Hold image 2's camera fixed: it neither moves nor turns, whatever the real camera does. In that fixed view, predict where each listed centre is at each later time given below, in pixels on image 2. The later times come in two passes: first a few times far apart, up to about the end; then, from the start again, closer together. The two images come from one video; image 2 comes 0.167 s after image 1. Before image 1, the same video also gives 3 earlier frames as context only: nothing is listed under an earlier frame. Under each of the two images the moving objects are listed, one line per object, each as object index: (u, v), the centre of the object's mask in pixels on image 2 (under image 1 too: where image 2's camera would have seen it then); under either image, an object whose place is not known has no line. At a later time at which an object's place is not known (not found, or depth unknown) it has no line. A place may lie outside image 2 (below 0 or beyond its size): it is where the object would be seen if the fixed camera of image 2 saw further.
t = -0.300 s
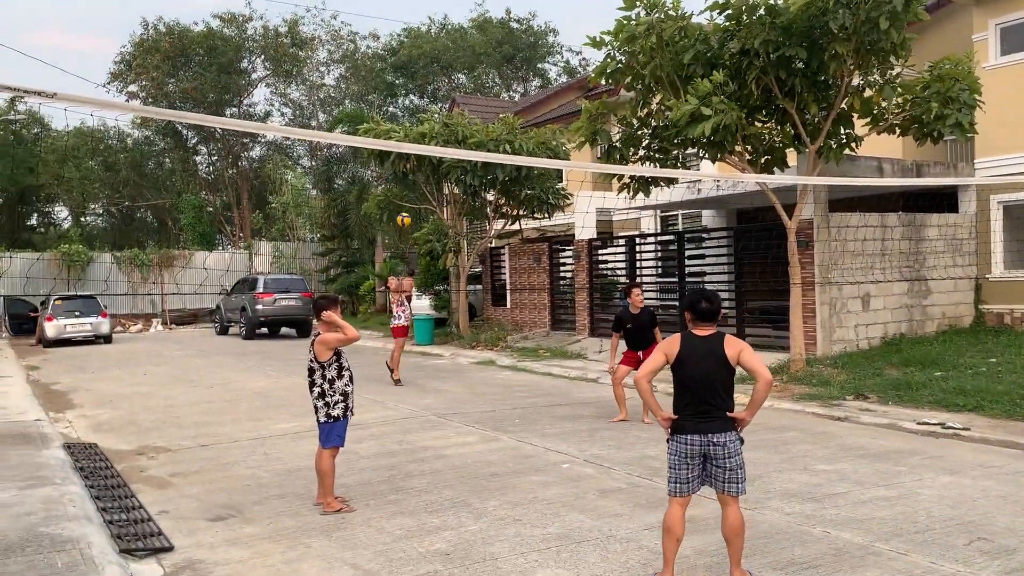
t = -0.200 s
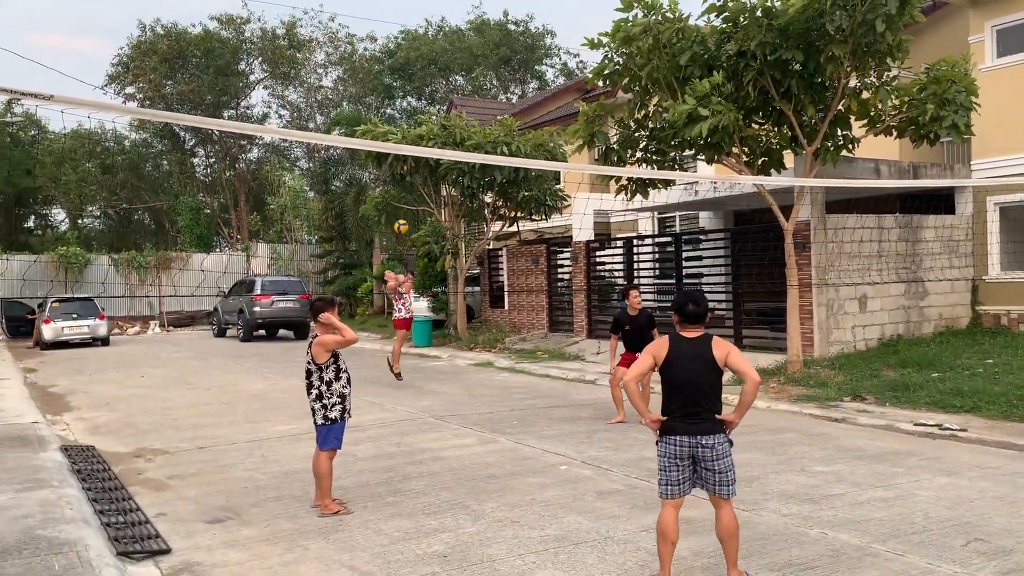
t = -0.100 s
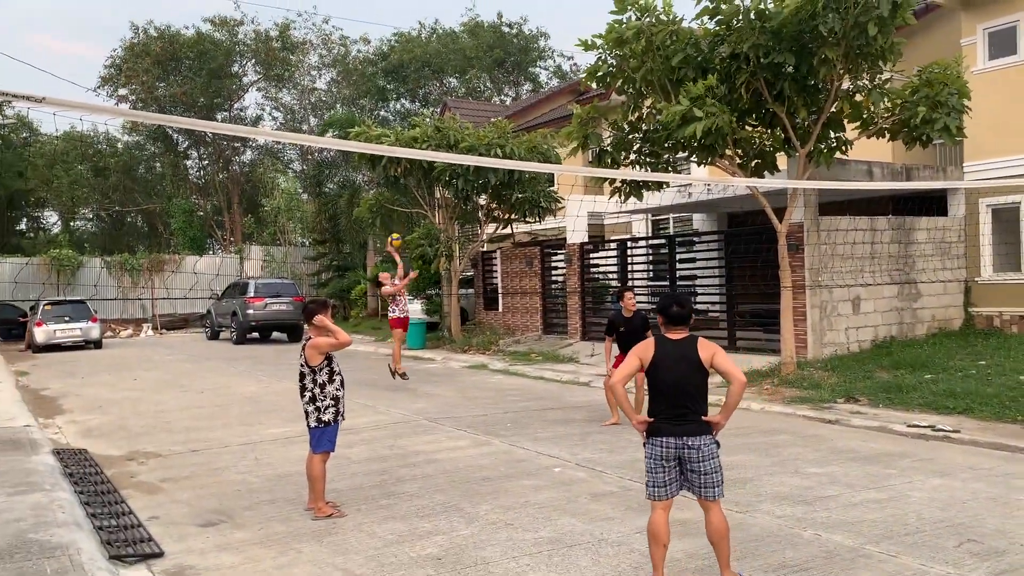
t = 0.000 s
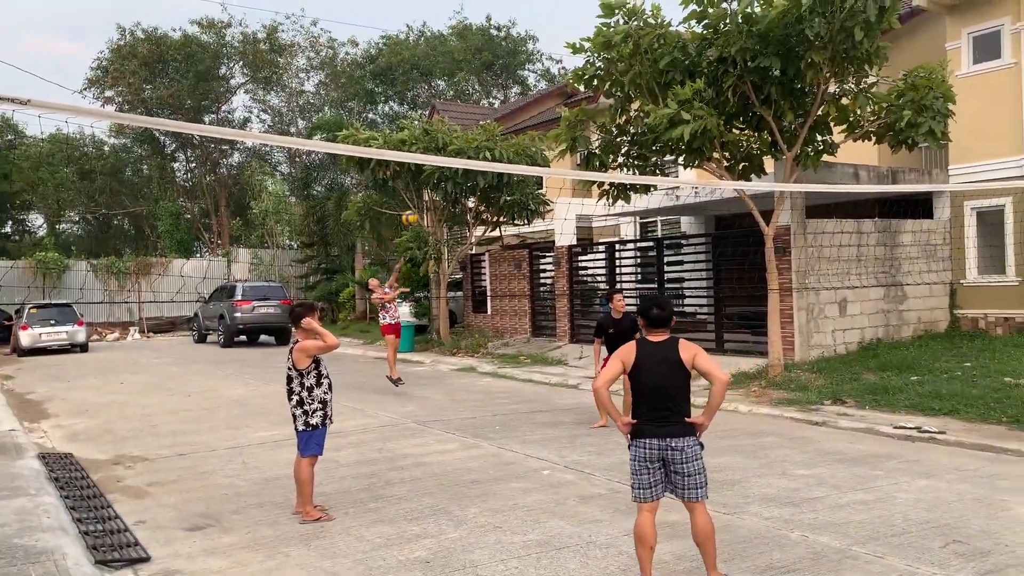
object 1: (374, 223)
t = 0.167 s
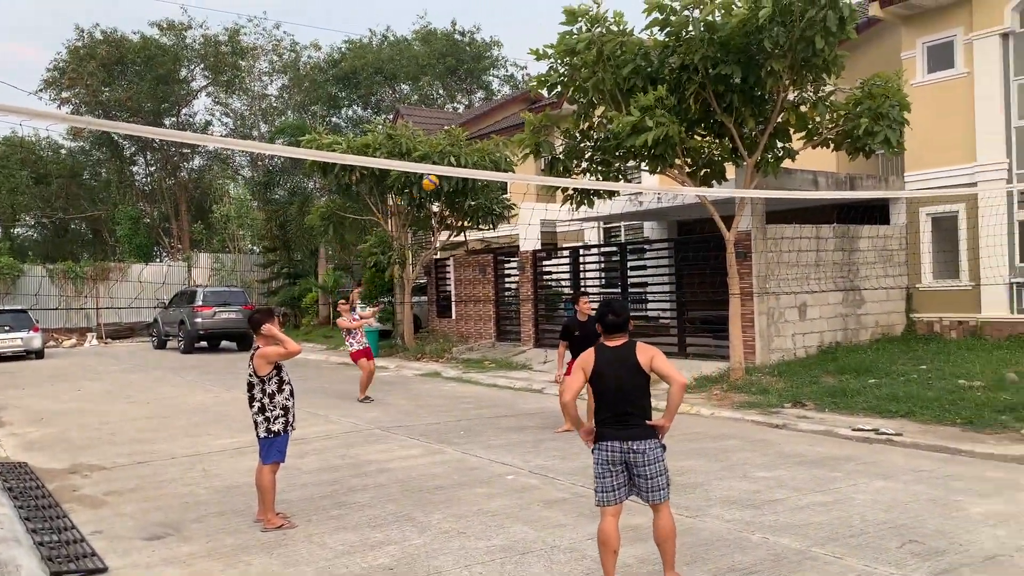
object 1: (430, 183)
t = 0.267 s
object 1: (471, 164)
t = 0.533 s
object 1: (613, 167)
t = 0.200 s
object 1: (442, 180)
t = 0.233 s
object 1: (458, 165)
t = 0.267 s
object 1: (471, 164)
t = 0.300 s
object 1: (486, 162)
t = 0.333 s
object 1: (502, 160)
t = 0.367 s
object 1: (518, 158)
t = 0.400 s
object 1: (536, 158)
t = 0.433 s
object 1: (554, 158)
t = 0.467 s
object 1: (573, 159)
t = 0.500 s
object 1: (593, 162)
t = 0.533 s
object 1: (613, 167)
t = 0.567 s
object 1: (637, 172)
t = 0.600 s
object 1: (660, 178)
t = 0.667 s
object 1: (709, 204)
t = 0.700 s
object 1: (735, 212)
